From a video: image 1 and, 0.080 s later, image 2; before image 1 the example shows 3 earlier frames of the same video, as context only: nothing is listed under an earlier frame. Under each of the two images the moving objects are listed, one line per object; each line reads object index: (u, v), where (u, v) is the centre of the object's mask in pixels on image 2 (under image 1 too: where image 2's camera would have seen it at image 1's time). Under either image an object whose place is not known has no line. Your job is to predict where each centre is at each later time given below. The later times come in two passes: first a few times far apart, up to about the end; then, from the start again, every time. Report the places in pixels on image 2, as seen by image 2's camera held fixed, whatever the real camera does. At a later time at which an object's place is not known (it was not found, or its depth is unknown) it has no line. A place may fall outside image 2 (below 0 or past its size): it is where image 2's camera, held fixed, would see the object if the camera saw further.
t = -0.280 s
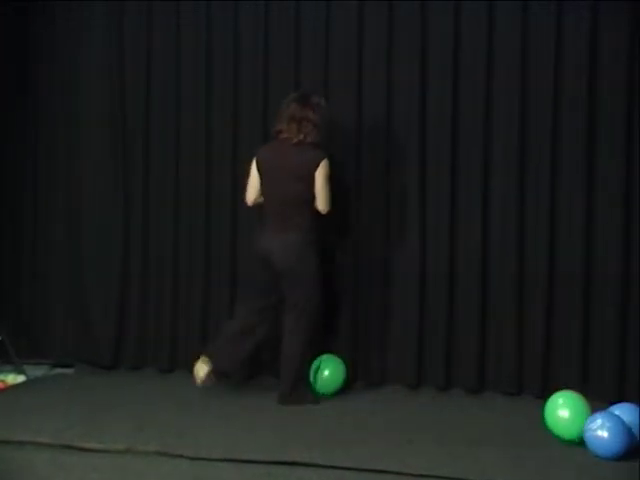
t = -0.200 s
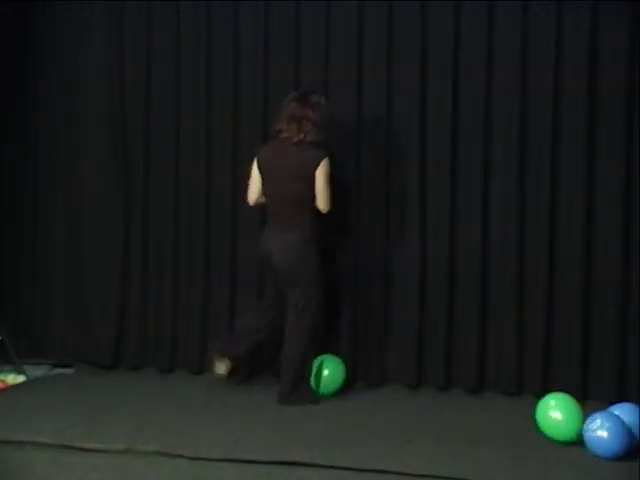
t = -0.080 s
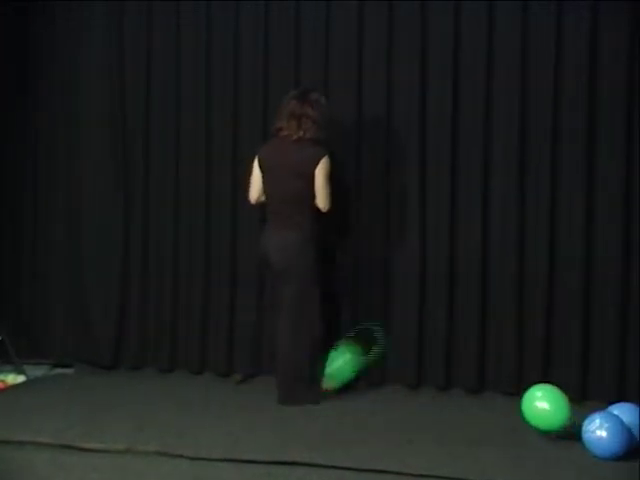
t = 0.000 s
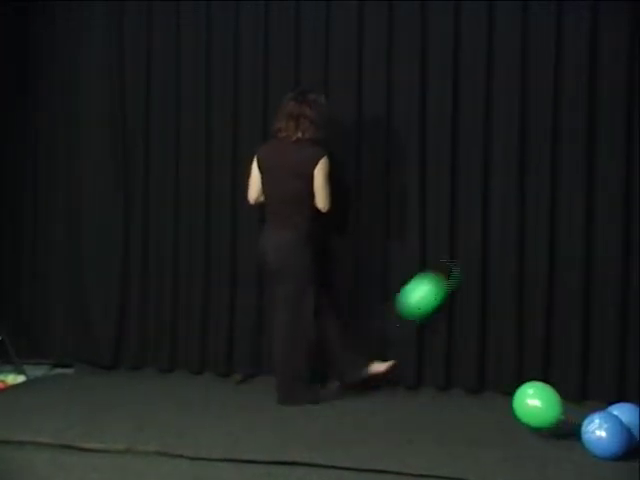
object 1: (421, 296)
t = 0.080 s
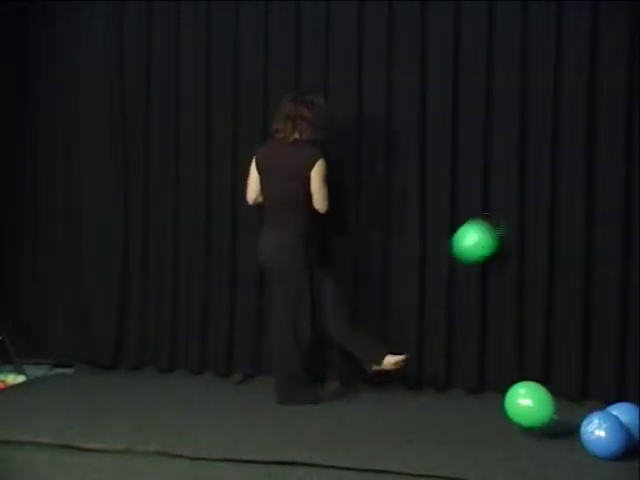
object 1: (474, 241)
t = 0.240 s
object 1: (532, 207)
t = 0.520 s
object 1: (571, 211)
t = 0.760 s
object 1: (592, 238)
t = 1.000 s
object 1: (607, 287)
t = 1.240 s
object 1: (610, 353)
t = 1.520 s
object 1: (594, 397)
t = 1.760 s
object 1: (599, 372)
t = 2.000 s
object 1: (601, 372)
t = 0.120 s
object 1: (494, 225)
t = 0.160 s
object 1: (509, 215)
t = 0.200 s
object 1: (521, 210)
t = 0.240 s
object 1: (532, 207)
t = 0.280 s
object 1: (539, 206)
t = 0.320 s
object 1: (546, 205)
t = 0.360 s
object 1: (552, 205)
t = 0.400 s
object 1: (557, 206)
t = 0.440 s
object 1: (562, 207)
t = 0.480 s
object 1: (566, 209)
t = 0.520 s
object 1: (571, 211)
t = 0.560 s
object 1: (574, 214)
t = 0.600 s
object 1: (578, 217)
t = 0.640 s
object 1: (582, 221)
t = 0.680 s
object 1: (585, 226)
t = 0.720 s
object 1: (589, 232)
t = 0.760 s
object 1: (592, 238)
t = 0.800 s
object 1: (595, 244)
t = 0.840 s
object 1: (597, 252)
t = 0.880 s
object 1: (600, 259)
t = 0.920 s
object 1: (602, 268)
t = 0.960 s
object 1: (605, 278)
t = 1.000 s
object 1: (607, 287)
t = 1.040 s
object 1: (609, 298)
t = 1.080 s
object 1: (610, 309)
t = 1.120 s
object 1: (611, 320)
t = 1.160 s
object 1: (611, 331)
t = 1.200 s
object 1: (611, 342)
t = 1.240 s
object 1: (610, 353)
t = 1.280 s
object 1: (609, 364)
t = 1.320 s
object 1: (607, 376)
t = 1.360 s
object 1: (604, 384)
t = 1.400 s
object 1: (600, 393)
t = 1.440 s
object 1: (595, 400)
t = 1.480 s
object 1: (593, 402)
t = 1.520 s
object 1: (594, 397)
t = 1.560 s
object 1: (596, 391)
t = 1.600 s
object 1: (597, 386)
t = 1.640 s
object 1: (598, 381)
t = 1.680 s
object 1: (598, 377)
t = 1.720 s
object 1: (599, 374)
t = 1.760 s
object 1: (599, 372)
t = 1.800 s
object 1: (600, 370)
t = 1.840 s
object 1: (600, 369)
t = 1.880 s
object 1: (600, 369)
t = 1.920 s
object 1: (601, 369)
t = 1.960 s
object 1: (601, 370)
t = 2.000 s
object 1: (601, 372)
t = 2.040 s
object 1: (601, 375)
